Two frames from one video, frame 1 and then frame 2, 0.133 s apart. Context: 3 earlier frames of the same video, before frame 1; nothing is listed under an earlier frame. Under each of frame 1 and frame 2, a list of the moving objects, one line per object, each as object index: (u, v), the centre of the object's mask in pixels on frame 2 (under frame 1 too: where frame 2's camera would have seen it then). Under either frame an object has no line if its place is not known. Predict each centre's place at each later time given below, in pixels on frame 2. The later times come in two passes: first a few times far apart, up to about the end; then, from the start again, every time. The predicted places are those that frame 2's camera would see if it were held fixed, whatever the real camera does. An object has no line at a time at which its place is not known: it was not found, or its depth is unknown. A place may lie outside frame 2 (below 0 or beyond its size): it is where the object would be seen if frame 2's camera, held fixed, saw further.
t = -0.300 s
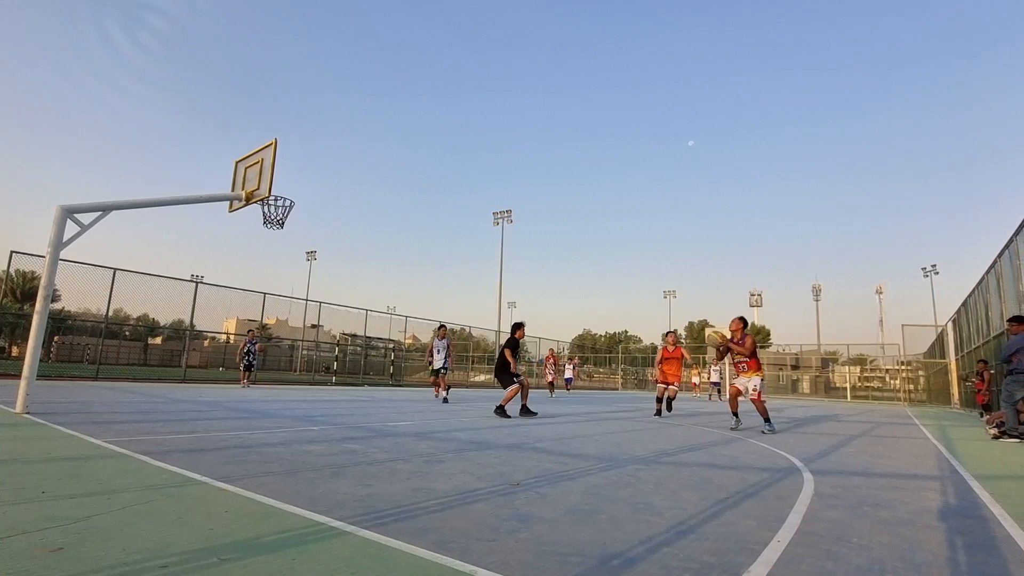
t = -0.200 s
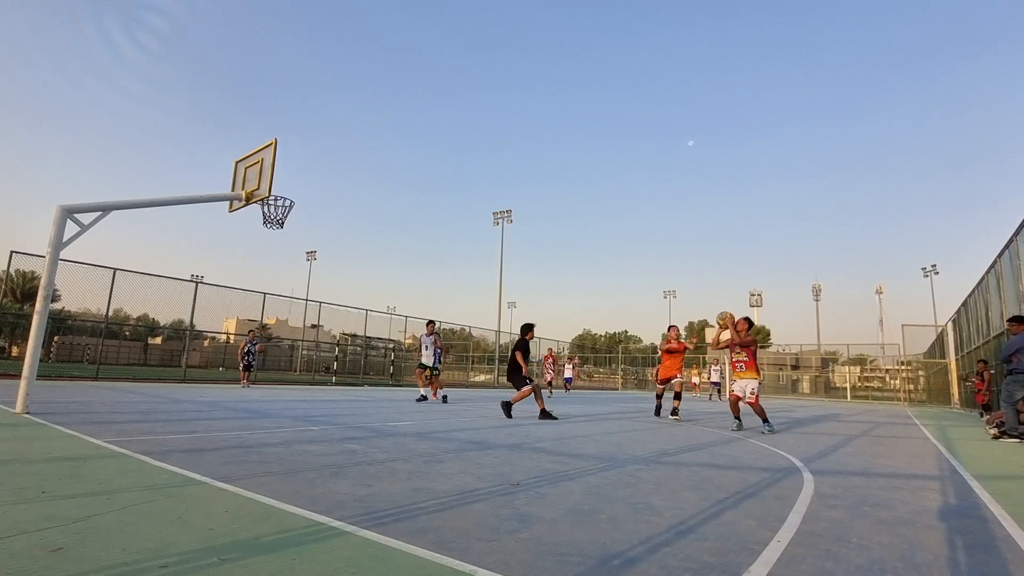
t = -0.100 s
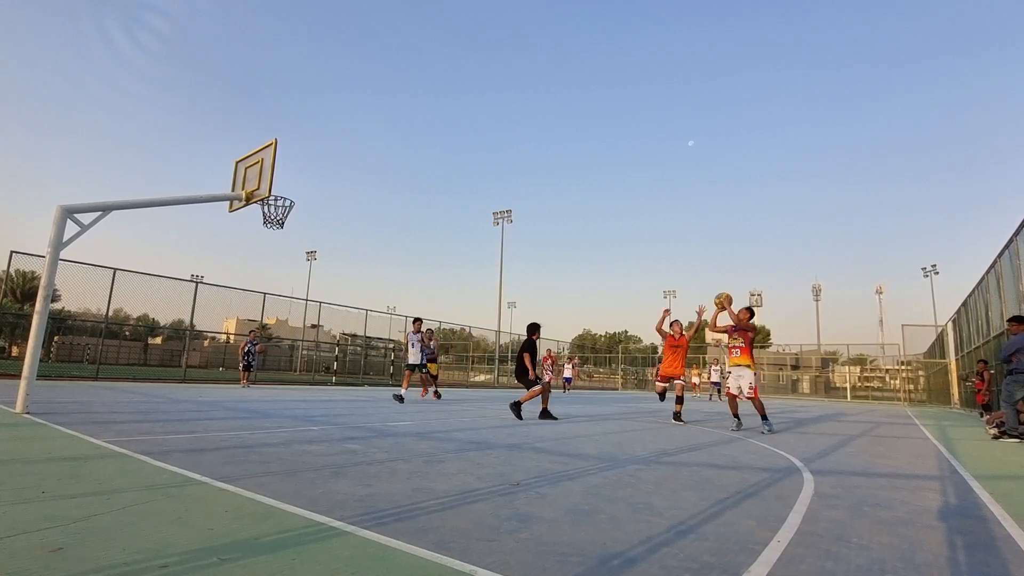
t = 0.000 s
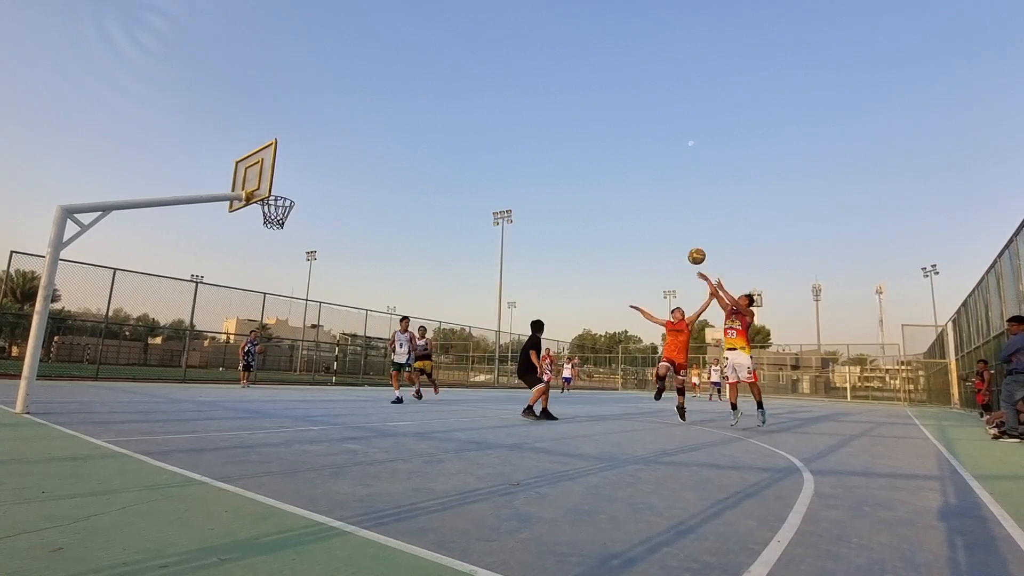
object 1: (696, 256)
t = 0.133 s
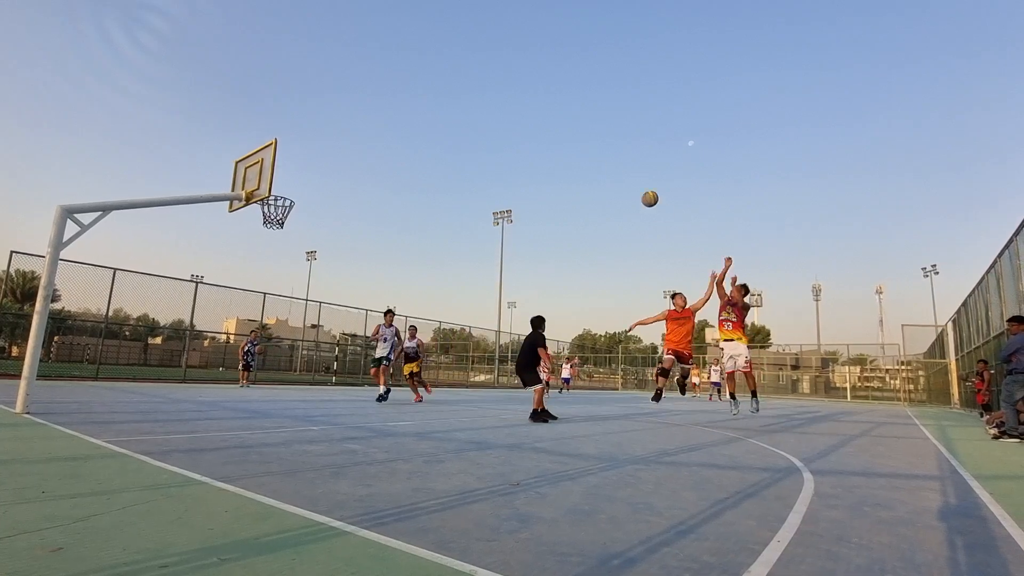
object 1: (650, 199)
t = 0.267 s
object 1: (605, 155)
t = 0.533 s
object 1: (520, 104)
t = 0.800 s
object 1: (436, 96)
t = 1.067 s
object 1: (351, 131)
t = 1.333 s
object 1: (274, 196)
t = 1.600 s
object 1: (315, 169)
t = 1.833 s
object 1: (358, 188)
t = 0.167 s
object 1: (638, 187)
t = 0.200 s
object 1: (627, 175)
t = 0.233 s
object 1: (616, 165)
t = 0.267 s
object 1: (605, 155)
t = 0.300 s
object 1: (594, 146)
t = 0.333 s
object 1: (583, 138)
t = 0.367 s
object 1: (572, 130)
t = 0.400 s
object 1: (562, 123)
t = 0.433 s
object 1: (551, 117)
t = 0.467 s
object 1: (541, 112)
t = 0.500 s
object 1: (530, 108)
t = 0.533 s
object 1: (520, 104)
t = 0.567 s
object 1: (509, 101)
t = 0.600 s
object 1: (499, 98)
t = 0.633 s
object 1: (488, 96)
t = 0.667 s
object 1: (478, 95)
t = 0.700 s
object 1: (467, 94)
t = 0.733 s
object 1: (457, 95)
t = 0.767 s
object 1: (446, 95)
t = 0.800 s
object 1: (436, 96)
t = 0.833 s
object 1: (425, 98)
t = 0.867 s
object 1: (415, 101)
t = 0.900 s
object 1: (404, 105)
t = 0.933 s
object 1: (394, 109)
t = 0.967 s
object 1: (383, 113)
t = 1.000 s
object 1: (372, 119)
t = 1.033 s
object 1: (362, 124)
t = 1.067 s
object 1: (351, 131)
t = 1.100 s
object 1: (340, 138)
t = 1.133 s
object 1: (329, 146)
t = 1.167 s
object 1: (318, 155)
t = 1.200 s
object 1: (307, 164)
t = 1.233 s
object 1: (295, 174)
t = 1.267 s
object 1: (284, 185)
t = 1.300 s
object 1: (274, 197)
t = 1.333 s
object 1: (274, 196)
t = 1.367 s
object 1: (279, 190)
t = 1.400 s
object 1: (283, 185)
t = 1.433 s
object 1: (288, 181)
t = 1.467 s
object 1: (293, 178)
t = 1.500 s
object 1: (299, 174)
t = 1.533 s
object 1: (304, 172)
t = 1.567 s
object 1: (310, 170)
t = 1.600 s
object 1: (315, 169)
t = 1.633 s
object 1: (321, 169)
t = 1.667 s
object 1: (327, 170)
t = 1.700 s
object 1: (333, 172)
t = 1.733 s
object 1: (339, 174)
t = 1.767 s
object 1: (345, 178)
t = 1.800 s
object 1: (351, 182)
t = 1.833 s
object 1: (358, 188)
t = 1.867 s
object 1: (365, 195)
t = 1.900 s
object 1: (372, 203)
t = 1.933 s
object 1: (379, 213)
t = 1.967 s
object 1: (387, 225)
